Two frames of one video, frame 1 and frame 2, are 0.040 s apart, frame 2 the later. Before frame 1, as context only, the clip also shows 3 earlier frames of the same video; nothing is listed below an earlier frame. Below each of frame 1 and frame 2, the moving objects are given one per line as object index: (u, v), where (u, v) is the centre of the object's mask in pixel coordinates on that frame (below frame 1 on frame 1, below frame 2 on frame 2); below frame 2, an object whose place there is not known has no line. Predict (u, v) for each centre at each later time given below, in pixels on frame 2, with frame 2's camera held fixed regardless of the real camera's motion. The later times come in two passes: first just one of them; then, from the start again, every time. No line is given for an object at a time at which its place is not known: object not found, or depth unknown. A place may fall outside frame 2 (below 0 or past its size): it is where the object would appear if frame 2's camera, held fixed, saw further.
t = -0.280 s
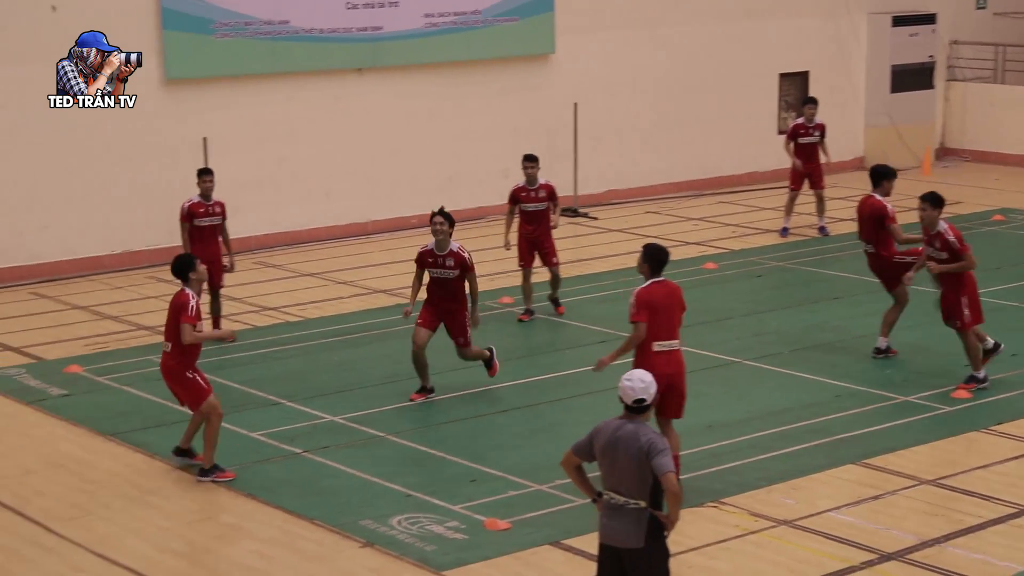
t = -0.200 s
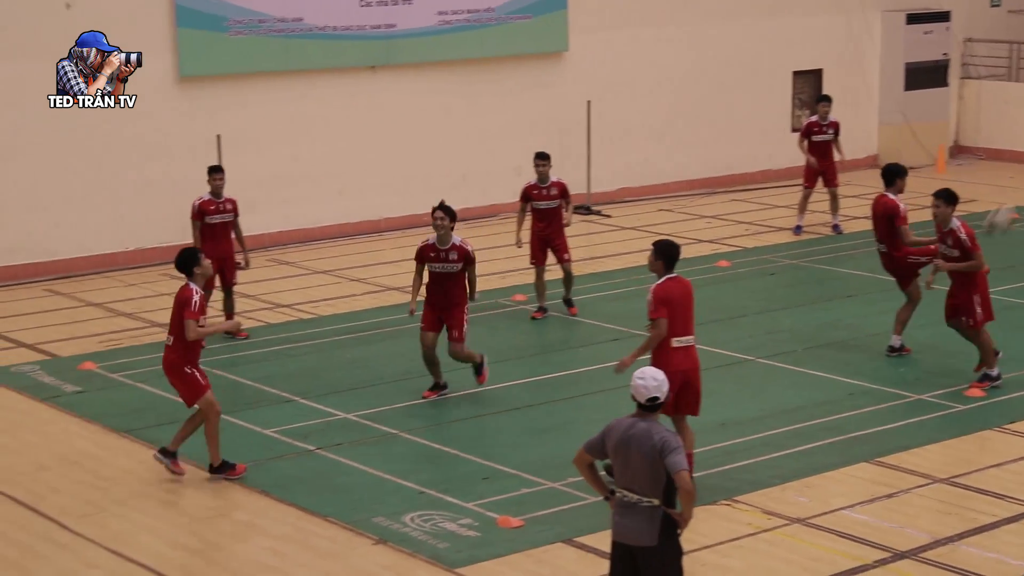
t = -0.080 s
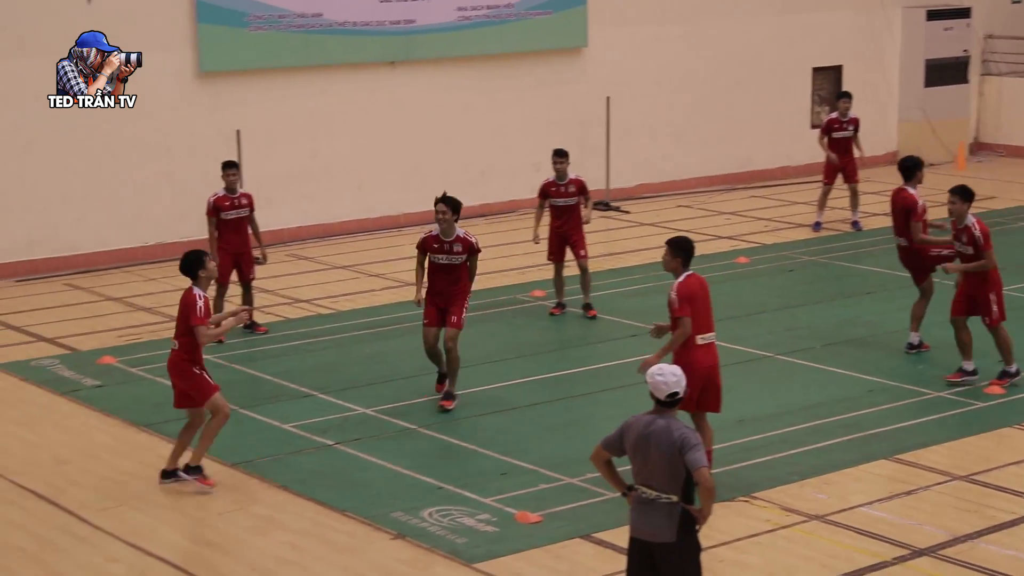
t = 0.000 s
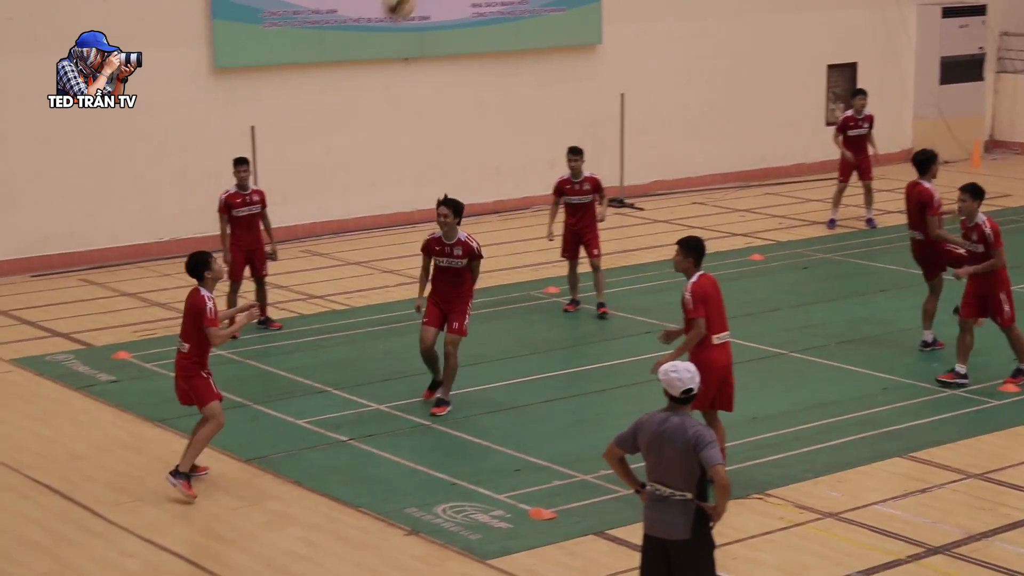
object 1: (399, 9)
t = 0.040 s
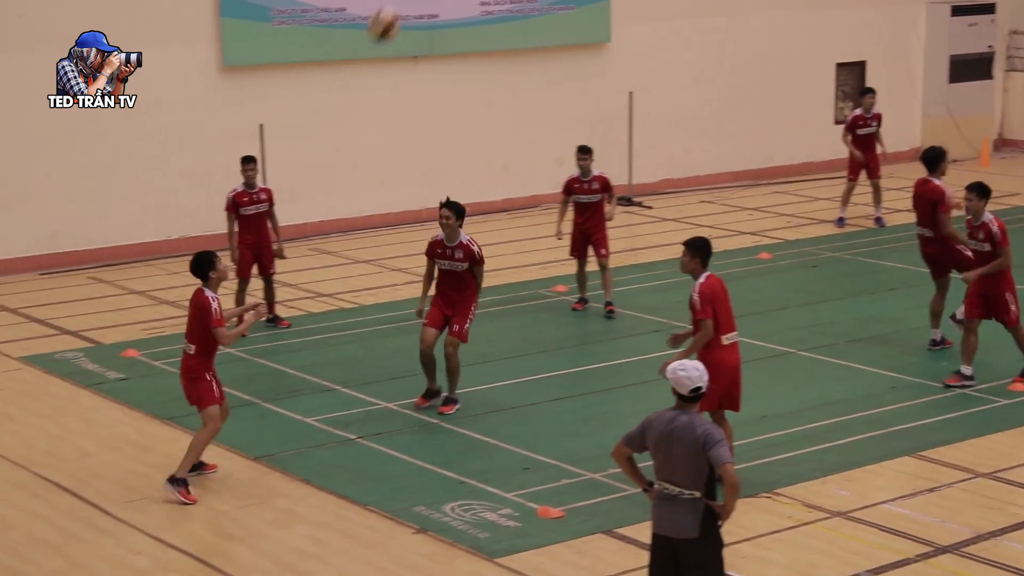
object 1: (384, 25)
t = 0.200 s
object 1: (297, 141)
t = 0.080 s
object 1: (363, 49)
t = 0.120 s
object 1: (341, 76)
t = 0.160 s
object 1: (318, 109)
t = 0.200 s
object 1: (297, 141)
